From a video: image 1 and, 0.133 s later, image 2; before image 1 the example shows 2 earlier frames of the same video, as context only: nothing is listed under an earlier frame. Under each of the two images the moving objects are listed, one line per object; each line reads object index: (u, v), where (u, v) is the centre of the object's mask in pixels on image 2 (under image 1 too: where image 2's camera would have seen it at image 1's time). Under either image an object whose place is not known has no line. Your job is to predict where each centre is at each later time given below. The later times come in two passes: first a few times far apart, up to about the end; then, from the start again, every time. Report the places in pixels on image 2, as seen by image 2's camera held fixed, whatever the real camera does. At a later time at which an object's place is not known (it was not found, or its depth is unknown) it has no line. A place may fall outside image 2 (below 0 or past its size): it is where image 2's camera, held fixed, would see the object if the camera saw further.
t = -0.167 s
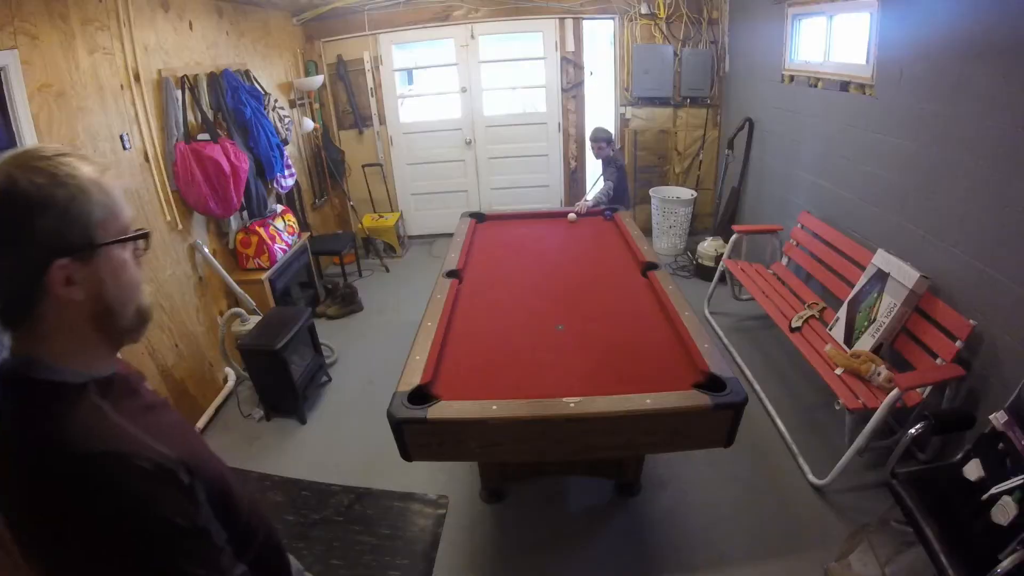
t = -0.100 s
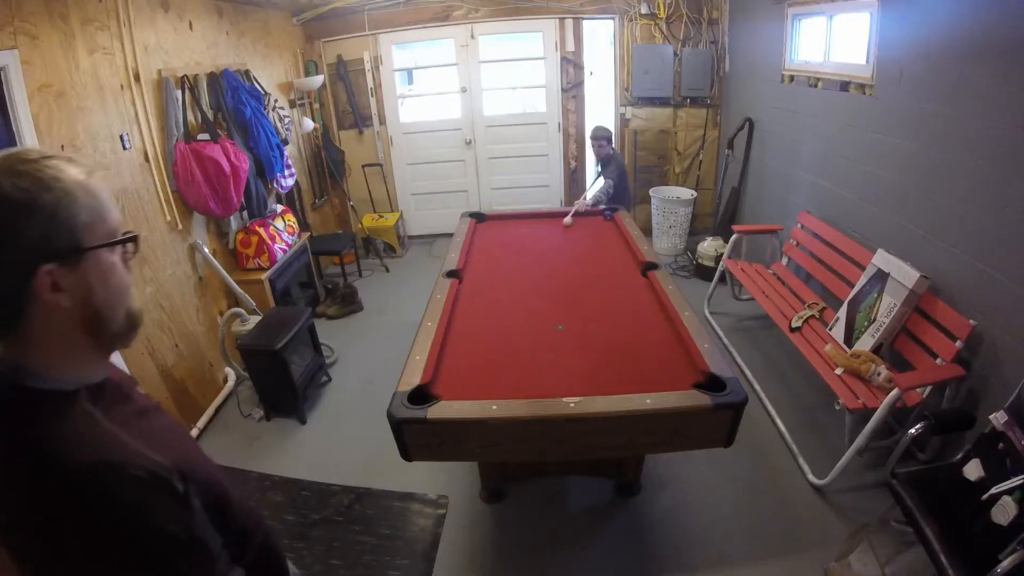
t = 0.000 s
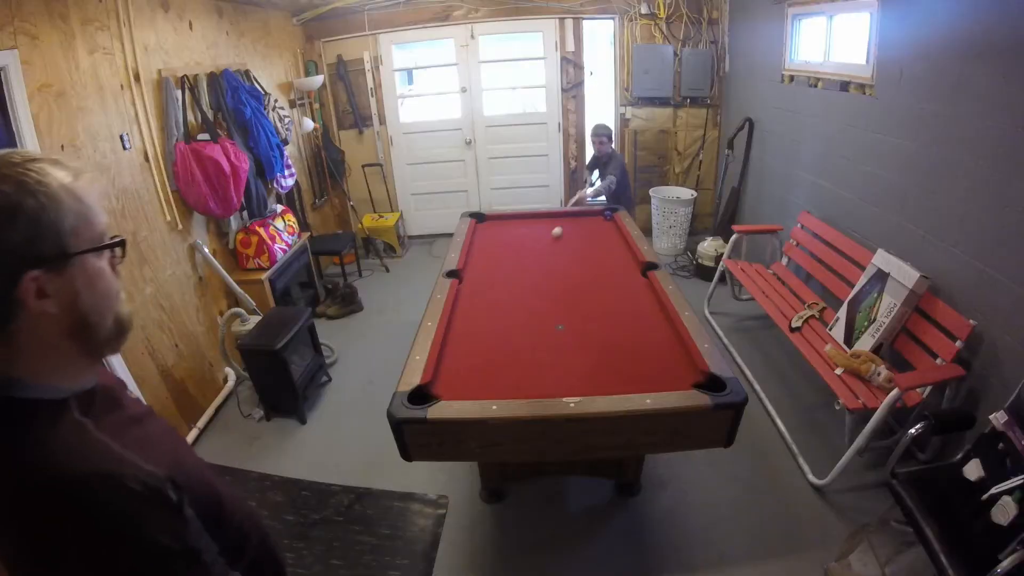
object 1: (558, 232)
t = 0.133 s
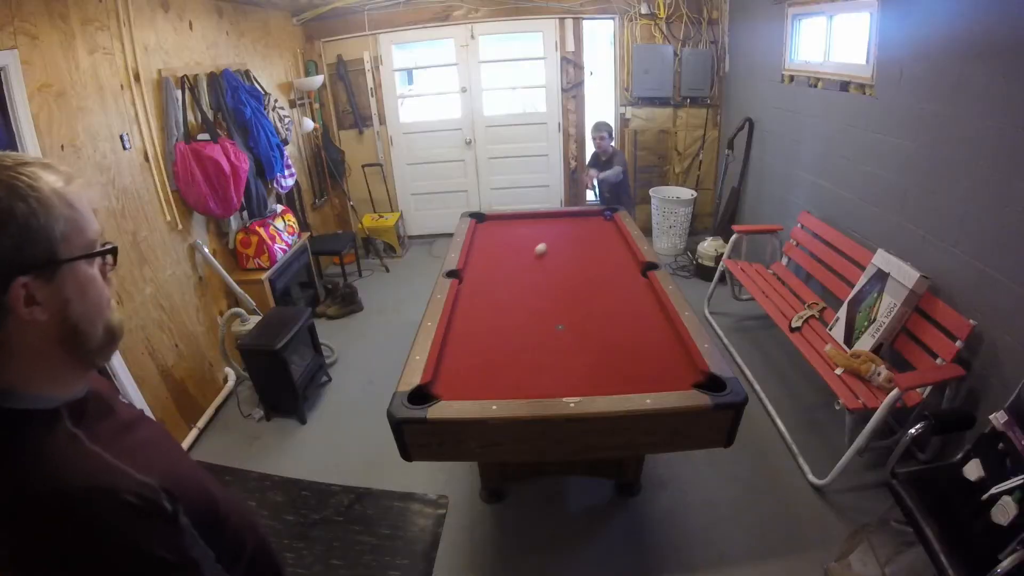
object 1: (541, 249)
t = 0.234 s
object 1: (527, 263)
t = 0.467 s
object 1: (485, 306)
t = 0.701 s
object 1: (454, 362)
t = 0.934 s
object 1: (476, 367)
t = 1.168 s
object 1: (500, 340)
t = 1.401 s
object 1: (522, 318)
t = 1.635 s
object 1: (540, 298)
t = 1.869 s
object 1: (555, 281)
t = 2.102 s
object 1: (569, 266)
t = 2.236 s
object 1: (576, 259)
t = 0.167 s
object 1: (536, 254)
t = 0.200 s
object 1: (532, 258)
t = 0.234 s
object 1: (527, 263)
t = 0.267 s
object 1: (521, 269)
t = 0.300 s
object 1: (516, 274)
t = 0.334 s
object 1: (511, 280)
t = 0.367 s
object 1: (504, 286)
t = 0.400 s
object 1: (498, 292)
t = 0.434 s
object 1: (492, 299)
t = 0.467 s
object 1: (485, 306)
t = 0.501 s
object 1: (478, 313)
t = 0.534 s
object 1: (471, 320)
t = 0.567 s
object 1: (462, 328)
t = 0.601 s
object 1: (454, 337)
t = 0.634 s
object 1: (449, 345)
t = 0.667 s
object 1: (451, 353)
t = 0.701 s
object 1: (454, 362)
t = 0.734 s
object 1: (456, 371)
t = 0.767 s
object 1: (458, 380)
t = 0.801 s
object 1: (459, 387)
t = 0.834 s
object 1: (464, 383)
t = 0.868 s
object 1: (468, 378)
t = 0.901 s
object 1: (473, 372)
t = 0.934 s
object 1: (476, 367)
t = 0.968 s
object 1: (480, 363)
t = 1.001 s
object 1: (484, 359)
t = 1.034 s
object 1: (487, 355)
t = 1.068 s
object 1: (491, 351)
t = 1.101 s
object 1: (494, 347)
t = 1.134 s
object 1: (497, 343)
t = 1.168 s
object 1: (500, 340)
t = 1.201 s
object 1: (504, 337)
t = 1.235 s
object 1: (507, 333)
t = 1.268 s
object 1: (510, 330)
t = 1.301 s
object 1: (513, 327)
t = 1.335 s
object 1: (516, 324)
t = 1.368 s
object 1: (519, 321)
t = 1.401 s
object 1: (522, 318)
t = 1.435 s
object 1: (525, 315)
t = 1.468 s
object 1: (527, 312)
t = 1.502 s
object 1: (530, 309)
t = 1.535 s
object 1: (532, 306)
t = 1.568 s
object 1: (535, 303)
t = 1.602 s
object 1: (537, 301)
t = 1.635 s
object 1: (540, 298)
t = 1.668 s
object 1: (542, 296)
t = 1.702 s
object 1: (545, 293)
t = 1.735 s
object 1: (547, 290)
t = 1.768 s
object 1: (549, 288)
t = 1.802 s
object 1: (551, 285)
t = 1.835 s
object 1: (553, 283)
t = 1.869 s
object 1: (555, 281)
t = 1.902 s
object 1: (558, 279)
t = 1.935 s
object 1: (560, 276)
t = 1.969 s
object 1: (562, 274)
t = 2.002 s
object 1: (564, 272)
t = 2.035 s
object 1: (565, 270)
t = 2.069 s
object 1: (567, 268)
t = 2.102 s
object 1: (569, 266)
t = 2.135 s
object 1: (571, 264)
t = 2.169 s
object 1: (573, 262)
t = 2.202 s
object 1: (574, 260)
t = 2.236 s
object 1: (576, 259)
